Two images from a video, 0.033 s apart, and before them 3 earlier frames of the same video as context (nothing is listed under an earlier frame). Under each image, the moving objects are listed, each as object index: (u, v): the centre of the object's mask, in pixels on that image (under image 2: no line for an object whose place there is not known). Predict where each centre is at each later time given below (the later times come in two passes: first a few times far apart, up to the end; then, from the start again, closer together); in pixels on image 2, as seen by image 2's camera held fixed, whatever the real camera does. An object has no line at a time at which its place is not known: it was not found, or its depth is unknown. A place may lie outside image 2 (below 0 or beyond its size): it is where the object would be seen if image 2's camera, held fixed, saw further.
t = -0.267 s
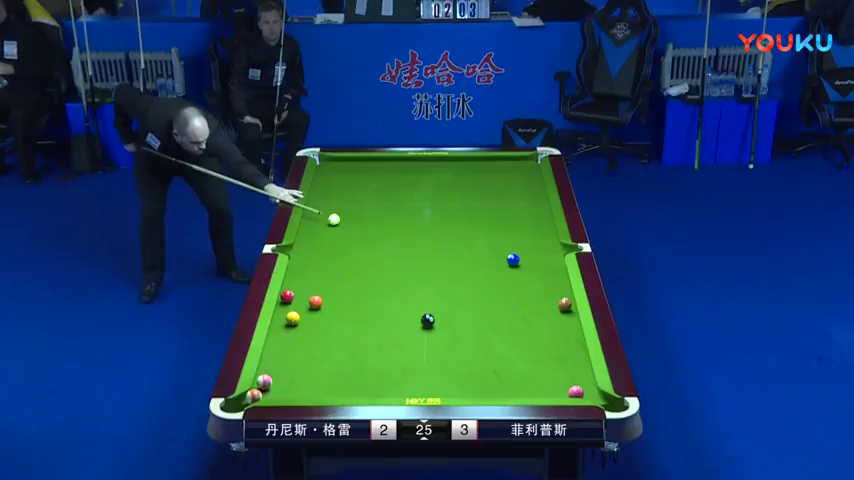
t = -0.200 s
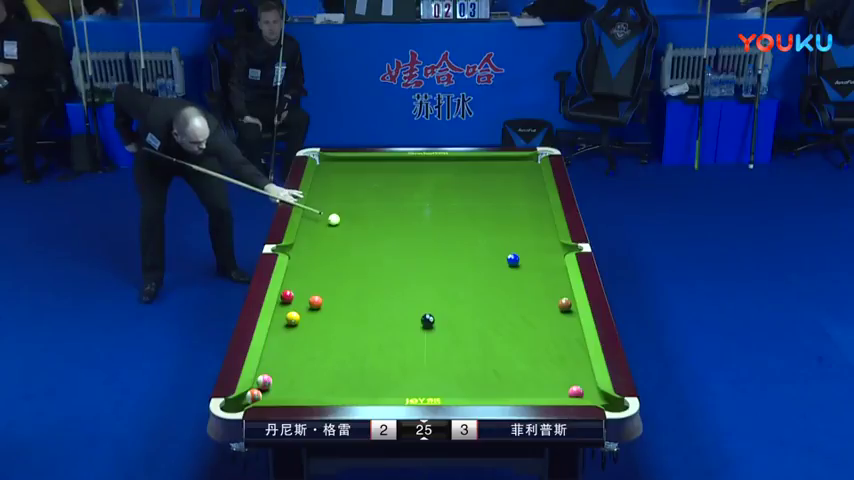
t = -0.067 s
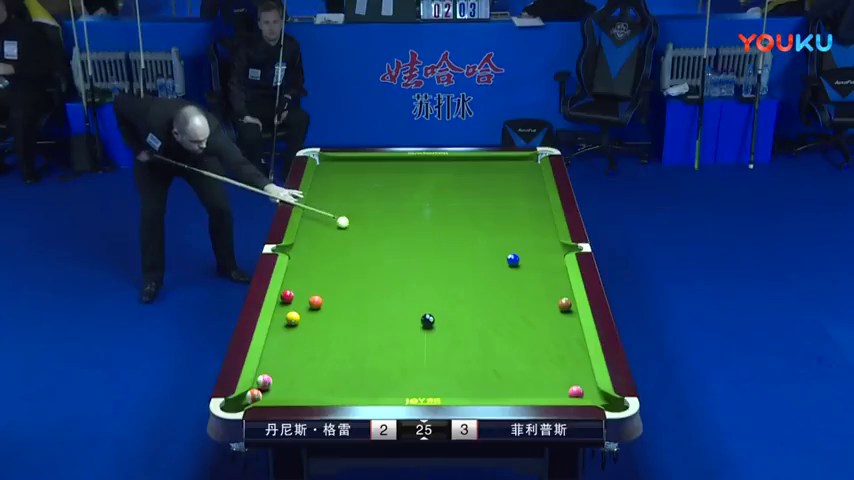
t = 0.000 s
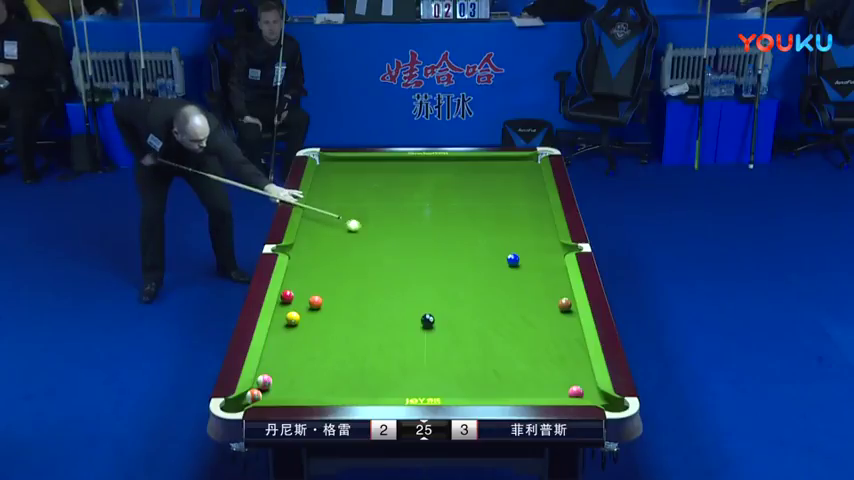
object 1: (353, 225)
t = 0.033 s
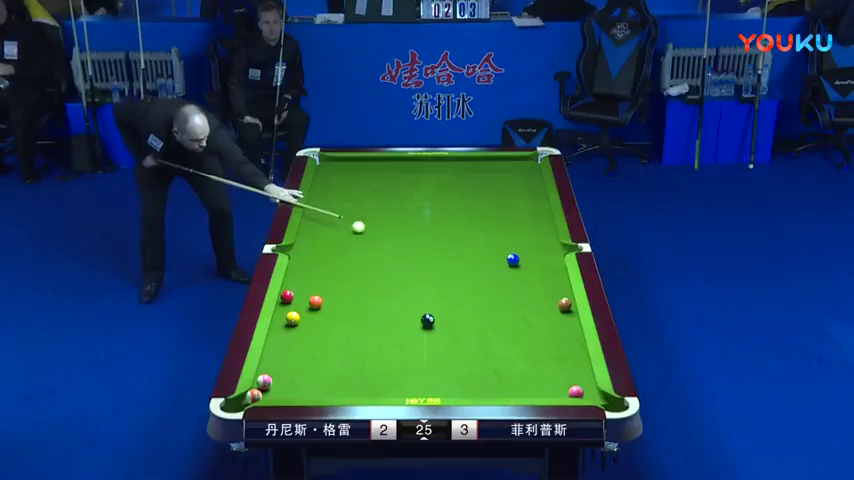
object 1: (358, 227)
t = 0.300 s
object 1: (401, 240)
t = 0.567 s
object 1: (445, 254)
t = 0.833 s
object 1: (489, 268)
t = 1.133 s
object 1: (542, 284)
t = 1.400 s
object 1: (552, 297)
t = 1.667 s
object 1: (528, 307)
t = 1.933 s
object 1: (504, 318)
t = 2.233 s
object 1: (477, 330)
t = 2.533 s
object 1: (451, 342)
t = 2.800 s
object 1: (427, 351)
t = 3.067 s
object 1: (405, 361)
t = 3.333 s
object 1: (383, 370)
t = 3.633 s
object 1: (360, 380)
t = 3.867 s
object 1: (342, 387)
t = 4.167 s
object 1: (320, 393)
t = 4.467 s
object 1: (307, 391)
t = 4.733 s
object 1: (298, 389)
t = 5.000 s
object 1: (289, 387)
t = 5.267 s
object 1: (282, 384)
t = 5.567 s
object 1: (279, 382)
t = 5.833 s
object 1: (278, 382)
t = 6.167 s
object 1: (279, 382)
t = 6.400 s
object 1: (279, 382)
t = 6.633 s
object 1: (279, 382)
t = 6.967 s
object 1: (279, 382)
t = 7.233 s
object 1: (279, 382)
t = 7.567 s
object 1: (279, 382)
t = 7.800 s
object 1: (279, 382)
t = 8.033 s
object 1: (279, 382)
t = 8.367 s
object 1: (278, 382)
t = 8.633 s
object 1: (279, 382)
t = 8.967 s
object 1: (279, 382)
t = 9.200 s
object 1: (279, 382)
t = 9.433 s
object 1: (279, 382)
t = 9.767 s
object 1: (278, 382)
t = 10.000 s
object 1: (279, 382)
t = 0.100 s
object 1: (368, 230)
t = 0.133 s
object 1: (374, 232)
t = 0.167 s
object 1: (380, 233)
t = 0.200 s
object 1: (384, 235)
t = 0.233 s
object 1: (390, 237)
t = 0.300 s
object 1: (401, 240)
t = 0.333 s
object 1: (406, 242)
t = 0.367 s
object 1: (411, 243)
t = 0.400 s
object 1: (417, 245)
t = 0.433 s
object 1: (422, 247)
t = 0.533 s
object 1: (438, 252)
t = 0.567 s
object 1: (445, 254)
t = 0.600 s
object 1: (450, 255)
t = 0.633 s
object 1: (455, 257)
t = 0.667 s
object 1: (461, 259)
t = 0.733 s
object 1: (472, 263)
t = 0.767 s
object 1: (478, 264)
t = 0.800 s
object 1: (484, 266)
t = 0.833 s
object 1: (489, 268)
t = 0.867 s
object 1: (495, 270)
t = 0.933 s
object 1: (506, 273)
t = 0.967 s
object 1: (513, 275)
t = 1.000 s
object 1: (518, 276)
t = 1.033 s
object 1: (524, 278)
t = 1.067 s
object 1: (530, 280)
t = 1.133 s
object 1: (542, 284)
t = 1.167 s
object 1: (548, 286)
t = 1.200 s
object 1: (554, 287)
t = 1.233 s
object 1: (559, 289)
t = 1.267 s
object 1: (566, 291)
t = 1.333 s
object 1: (558, 293)
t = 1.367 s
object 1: (555, 295)
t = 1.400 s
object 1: (552, 297)
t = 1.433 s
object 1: (550, 298)
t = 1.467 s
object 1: (546, 300)
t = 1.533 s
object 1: (541, 302)
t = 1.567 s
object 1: (538, 304)
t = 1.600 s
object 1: (535, 305)
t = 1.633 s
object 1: (532, 306)
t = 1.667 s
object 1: (528, 307)
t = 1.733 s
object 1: (522, 310)
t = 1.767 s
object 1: (519, 312)
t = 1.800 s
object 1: (516, 313)
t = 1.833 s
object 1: (514, 314)
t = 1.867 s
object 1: (510, 316)
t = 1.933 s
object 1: (504, 318)
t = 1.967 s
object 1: (501, 320)
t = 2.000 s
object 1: (498, 321)
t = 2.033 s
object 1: (495, 322)
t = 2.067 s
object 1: (492, 323)
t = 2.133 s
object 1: (486, 326)
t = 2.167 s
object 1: (483, 327)
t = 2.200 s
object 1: (480, 329)
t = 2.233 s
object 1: (477, 330)
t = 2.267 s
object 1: (474, 331)
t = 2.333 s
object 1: (469, 334)
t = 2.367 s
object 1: (465, 335)
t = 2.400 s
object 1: (462, 336)
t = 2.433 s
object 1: (460, 338)
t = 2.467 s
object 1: (457, 339)
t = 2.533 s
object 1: (451, 342)
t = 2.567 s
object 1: (448, 343)
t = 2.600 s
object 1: (445, 344)
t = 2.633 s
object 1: (442, 345)
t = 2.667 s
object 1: (439, 346)
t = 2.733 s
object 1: (434, 349)
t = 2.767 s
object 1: (431, 350)
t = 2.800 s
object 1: (427, 351)
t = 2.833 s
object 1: (425, 353)
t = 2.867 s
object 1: (422, 354)
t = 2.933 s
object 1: (416, 356)
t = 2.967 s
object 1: (414, 358)
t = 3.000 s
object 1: (411, 358)
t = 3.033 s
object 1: (408, 360)
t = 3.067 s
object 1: (405, 361)
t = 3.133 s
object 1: (399, 363)
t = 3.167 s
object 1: (397, 365)
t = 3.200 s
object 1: (394, 366)
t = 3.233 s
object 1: (391, 367)
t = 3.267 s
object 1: (389, 368)
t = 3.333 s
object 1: (383, 370)
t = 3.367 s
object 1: (380, 371)
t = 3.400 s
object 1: (378, 373)
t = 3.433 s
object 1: (375, 374)
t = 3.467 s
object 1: (372, 375)
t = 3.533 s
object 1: (367, 377)
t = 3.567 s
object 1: (365, 378)
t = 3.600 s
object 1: (362, 379)
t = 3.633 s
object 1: (360, 380)
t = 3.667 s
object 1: (357, 381)
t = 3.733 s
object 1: (352, 383)
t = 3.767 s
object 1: (349, 384)
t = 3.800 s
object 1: (347, 385)
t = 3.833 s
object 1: (344, 387)
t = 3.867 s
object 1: (342, 387)
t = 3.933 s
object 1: (337, 389)
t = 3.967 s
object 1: (335, 389)
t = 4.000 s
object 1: (332, 390)
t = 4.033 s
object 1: (330, 391)
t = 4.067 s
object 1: (327, 391)
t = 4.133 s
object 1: (323, 392)
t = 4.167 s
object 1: (320, 393)
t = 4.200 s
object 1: (318, 393)
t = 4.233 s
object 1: (317, 393)
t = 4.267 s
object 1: (315, 392)
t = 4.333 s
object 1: (312, 392)
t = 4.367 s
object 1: (311, 392)
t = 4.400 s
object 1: (310, 391)
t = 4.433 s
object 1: (309, 391)
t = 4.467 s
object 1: (307, 391)
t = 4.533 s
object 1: (305, 390)
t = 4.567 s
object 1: (304, 390)
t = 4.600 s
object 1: (302, 389)
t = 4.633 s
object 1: (301, 389)
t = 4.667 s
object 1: (300, 389)
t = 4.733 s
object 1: (298, 389)
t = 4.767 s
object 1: (297, 389)
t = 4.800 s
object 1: (296, 388)
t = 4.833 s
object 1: (294, 388)
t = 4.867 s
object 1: (293, 387)
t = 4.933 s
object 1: (291, 387)
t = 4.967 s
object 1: (290, 386)
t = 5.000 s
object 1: (289, 387)
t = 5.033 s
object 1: (289, 386)
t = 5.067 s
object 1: (288, 386)
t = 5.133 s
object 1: (286, 385)
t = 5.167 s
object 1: (285, 385)
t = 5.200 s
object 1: (284, 384)
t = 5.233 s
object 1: (283, 384)
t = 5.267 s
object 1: (282, 384)
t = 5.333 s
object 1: (281, 383)
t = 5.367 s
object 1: (280, 383)
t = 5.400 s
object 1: (279, 383)
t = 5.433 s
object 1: (279, 383)
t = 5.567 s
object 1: (279, 382)
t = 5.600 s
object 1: (279, 382)
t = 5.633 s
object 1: (279, 382)
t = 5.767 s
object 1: (279, 382)
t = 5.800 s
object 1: (278, 382)
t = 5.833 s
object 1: (278, 382)
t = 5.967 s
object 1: (279, 382)
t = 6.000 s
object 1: (279, 382)
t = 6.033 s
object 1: (279, 382)
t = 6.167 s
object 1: (279, 382)
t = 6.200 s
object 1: (279, 382)
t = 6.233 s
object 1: (279, 382)
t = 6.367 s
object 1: (279, 382)
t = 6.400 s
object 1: (279, 382)
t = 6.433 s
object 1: (279, 382)
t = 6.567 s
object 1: (279, 382)
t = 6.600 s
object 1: (279, 382)
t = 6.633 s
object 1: (279, 382)
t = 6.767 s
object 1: (279, 382)
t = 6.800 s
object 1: (279, 382)
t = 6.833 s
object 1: (279, 382)
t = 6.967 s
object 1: (279, 382)
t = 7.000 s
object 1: (279, 382)
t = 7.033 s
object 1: (279, 382)
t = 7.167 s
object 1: (279, 382)
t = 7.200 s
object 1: (279, 382)
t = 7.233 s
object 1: (279, 382)
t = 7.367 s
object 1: (279, 382)
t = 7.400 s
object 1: (279, 382)
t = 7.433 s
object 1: (279, 382)
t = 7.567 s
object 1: (279, 382)
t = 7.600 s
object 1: (279, 382)
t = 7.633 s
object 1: (279, 382)
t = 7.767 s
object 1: (279, 382)
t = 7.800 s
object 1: (279, 382)
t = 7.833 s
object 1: (279, 382)
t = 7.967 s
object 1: (279, 382)
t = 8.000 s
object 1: (279, 382)
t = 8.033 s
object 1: (279, 382)
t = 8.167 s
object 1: (279, 382)
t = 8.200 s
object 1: (279, 382)
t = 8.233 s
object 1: (278, 382)
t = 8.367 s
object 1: (278, 382)
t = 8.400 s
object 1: (278, 382)
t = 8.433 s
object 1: (279, 382)
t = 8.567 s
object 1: (279, 382)
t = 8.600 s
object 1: (279, 382)
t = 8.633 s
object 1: (279, 382)
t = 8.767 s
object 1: (279, 382)
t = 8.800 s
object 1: (278, 382)
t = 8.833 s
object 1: (279, 382)
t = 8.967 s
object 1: (279, 382)
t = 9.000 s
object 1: (279, 382)
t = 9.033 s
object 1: (279, 382)
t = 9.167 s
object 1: (278, 382)
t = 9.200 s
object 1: (279, 382)
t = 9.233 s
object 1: (278, 382)
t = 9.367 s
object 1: (278, 382)
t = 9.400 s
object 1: (278, 382)
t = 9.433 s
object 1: (279, 382)
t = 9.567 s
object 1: (278, 382)
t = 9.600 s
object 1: (278, 382)
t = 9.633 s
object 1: (278, 382)
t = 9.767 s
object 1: (278, 382)
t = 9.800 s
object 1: (278, 382)
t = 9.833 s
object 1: (278, 382)
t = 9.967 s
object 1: (279, 382)
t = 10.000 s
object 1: (279, 382)
